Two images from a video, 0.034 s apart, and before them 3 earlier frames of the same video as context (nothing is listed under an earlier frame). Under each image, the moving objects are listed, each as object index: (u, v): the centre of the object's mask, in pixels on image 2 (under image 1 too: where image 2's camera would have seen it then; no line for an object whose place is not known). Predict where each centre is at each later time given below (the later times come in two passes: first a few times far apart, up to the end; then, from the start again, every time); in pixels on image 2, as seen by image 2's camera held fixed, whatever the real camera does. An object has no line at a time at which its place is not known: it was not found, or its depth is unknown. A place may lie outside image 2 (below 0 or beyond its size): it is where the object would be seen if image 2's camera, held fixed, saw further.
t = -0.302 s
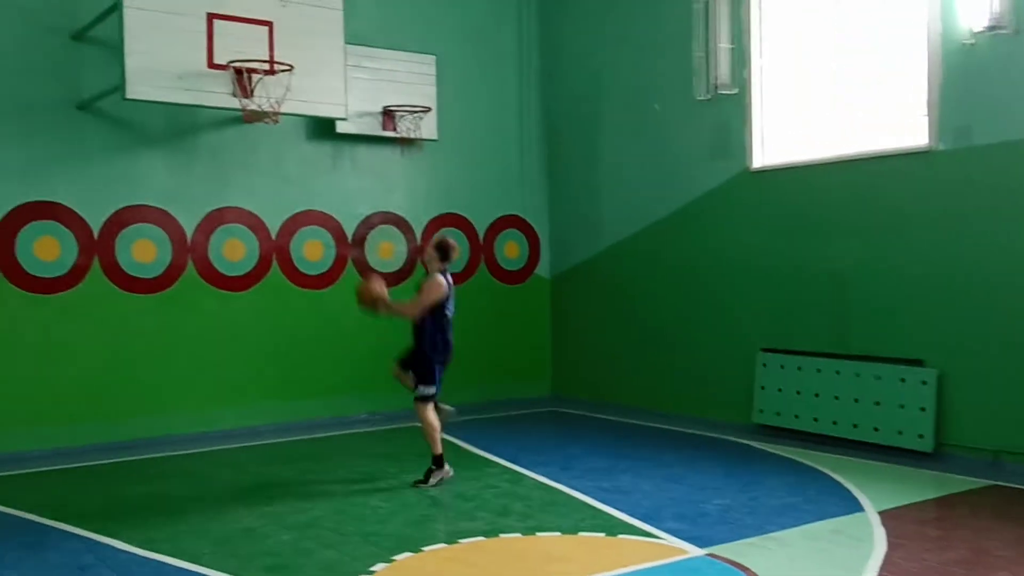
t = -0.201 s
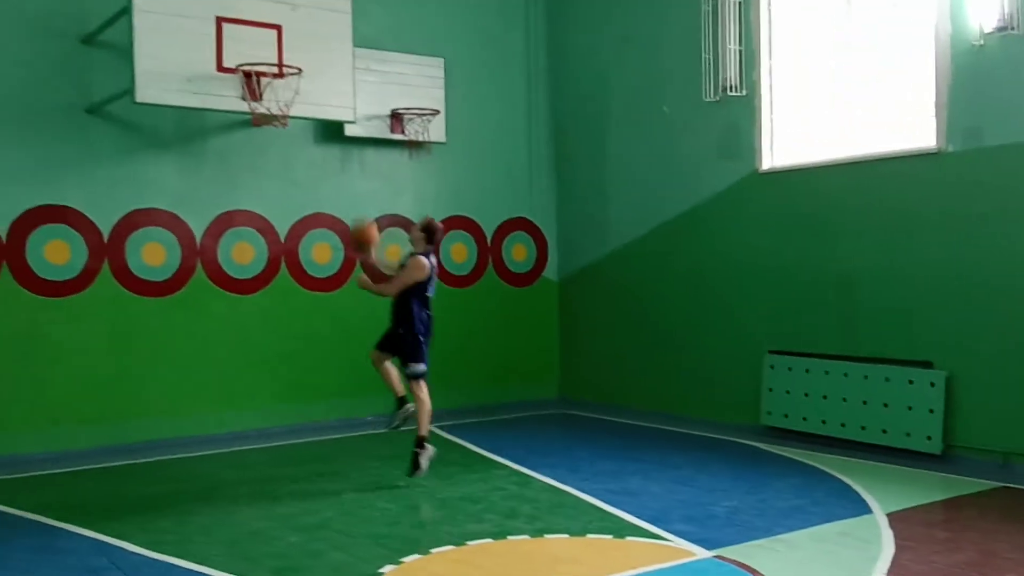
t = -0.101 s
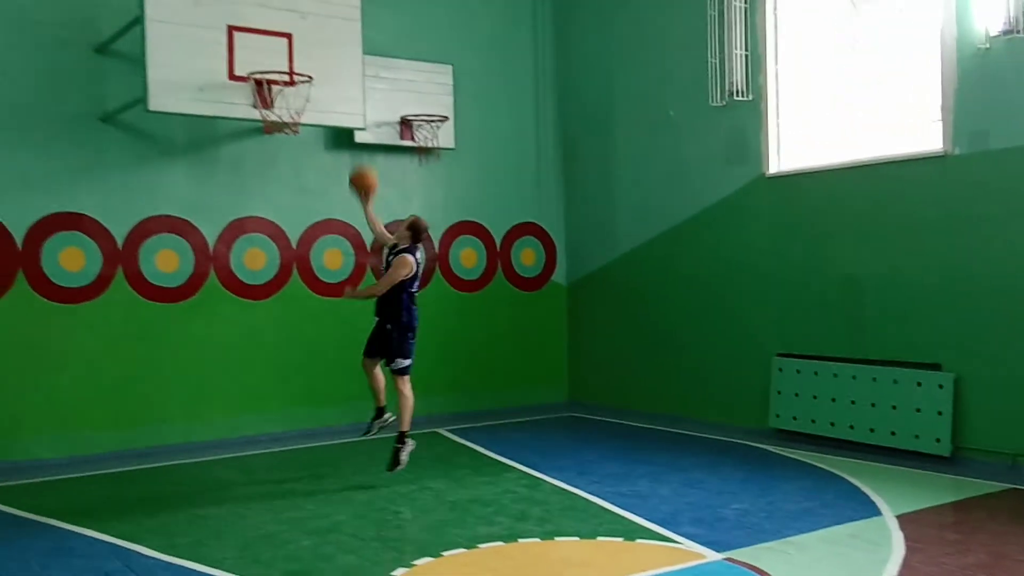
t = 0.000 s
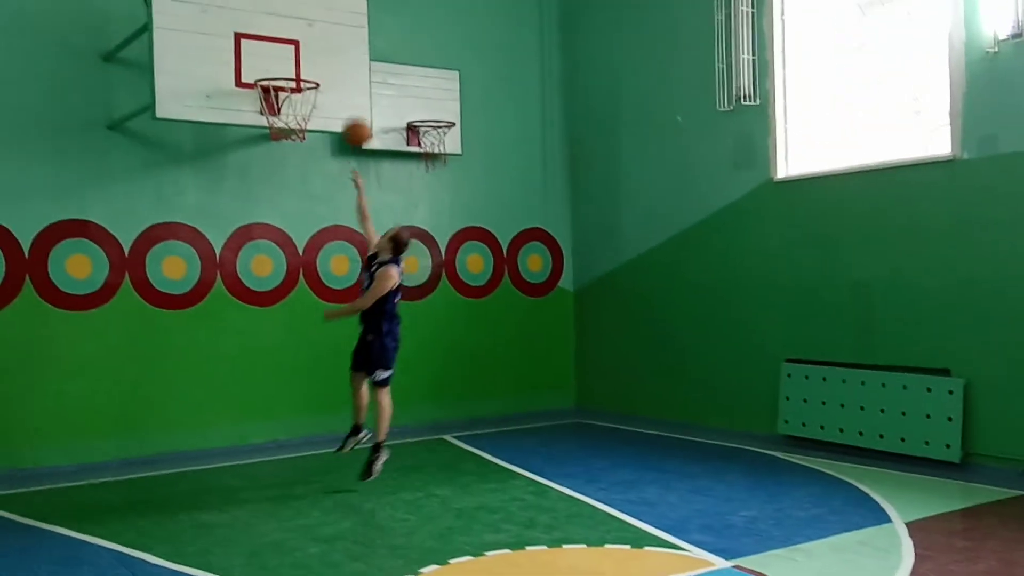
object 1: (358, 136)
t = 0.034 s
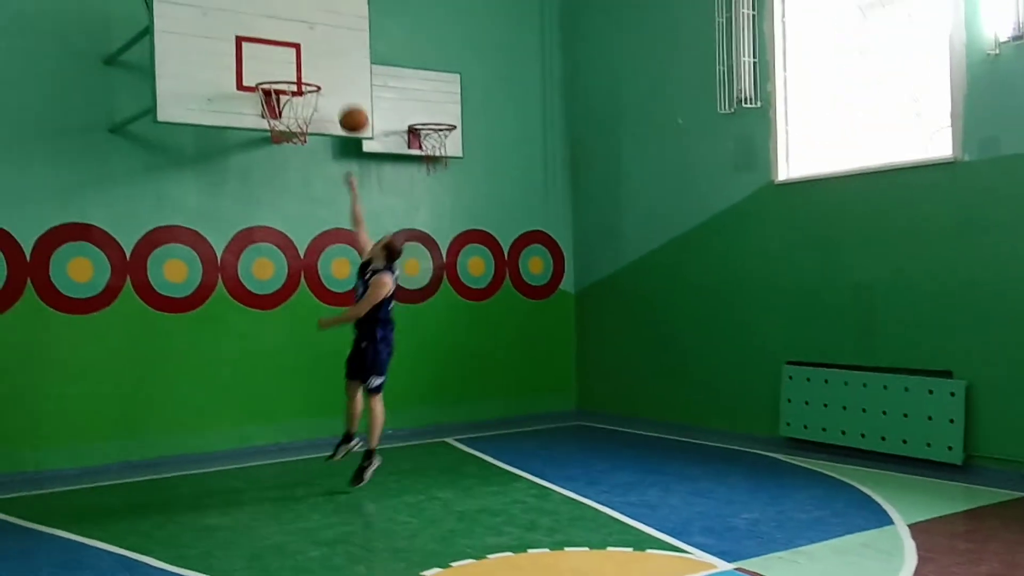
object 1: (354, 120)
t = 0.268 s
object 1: (322, 48)
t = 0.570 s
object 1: (295, 39)
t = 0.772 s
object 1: (283, 84)
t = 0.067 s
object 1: (349, 106)
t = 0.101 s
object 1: (345, 93)
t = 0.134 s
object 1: (340, 81)
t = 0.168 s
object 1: (336, 70)
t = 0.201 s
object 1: (331, 61)
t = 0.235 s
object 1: (326, 54)
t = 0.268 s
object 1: (322, 48)
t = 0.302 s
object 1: (318, 43)
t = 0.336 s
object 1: (314, 39)
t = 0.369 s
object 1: (310, 37)
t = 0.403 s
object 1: (306, 36)
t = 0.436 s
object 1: (303, 34)
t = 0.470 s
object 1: (301, 33)
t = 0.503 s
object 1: (299, 34)
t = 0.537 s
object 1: (297, 36)
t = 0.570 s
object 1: (295, 39)
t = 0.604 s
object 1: (293, 43)
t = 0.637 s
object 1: (290, 49)
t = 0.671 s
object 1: (289, 58)
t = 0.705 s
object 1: (286, 66)
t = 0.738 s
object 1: (284, 75)
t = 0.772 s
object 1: (283, 84)
